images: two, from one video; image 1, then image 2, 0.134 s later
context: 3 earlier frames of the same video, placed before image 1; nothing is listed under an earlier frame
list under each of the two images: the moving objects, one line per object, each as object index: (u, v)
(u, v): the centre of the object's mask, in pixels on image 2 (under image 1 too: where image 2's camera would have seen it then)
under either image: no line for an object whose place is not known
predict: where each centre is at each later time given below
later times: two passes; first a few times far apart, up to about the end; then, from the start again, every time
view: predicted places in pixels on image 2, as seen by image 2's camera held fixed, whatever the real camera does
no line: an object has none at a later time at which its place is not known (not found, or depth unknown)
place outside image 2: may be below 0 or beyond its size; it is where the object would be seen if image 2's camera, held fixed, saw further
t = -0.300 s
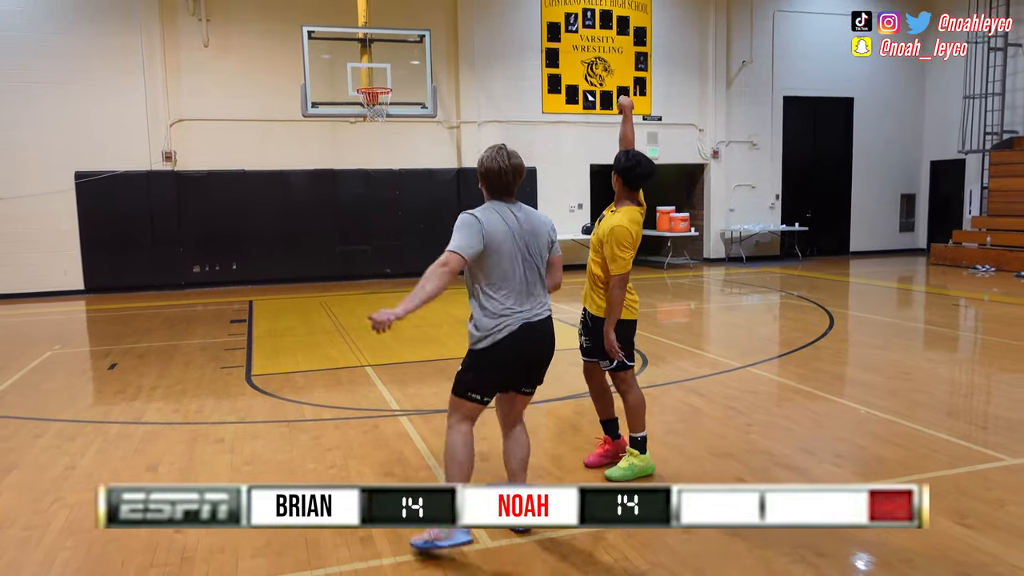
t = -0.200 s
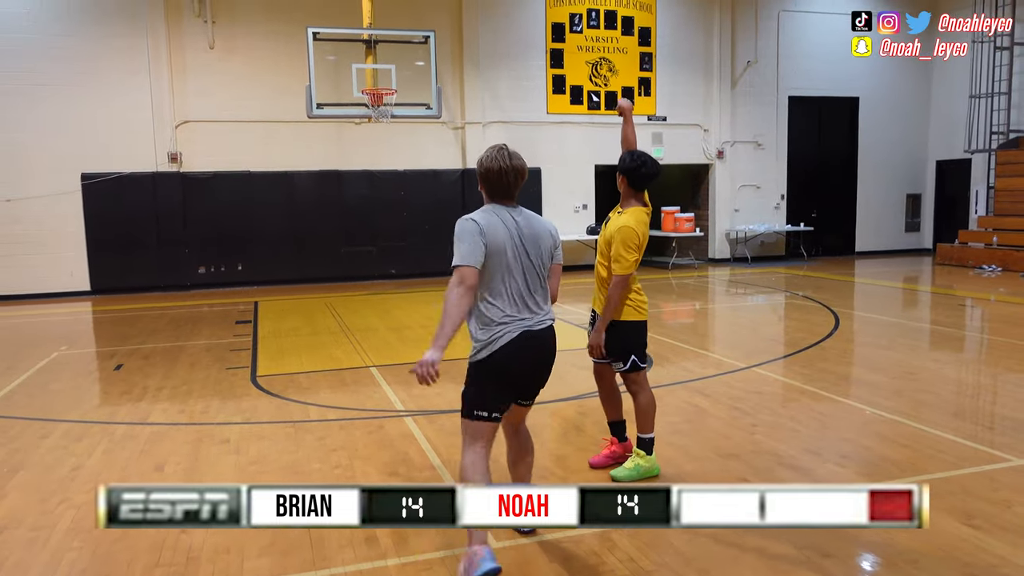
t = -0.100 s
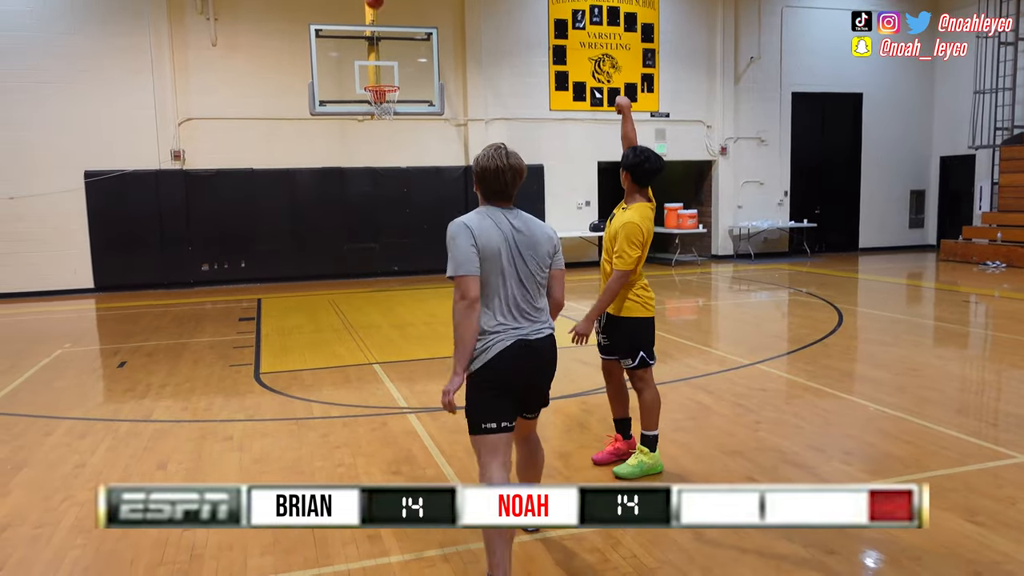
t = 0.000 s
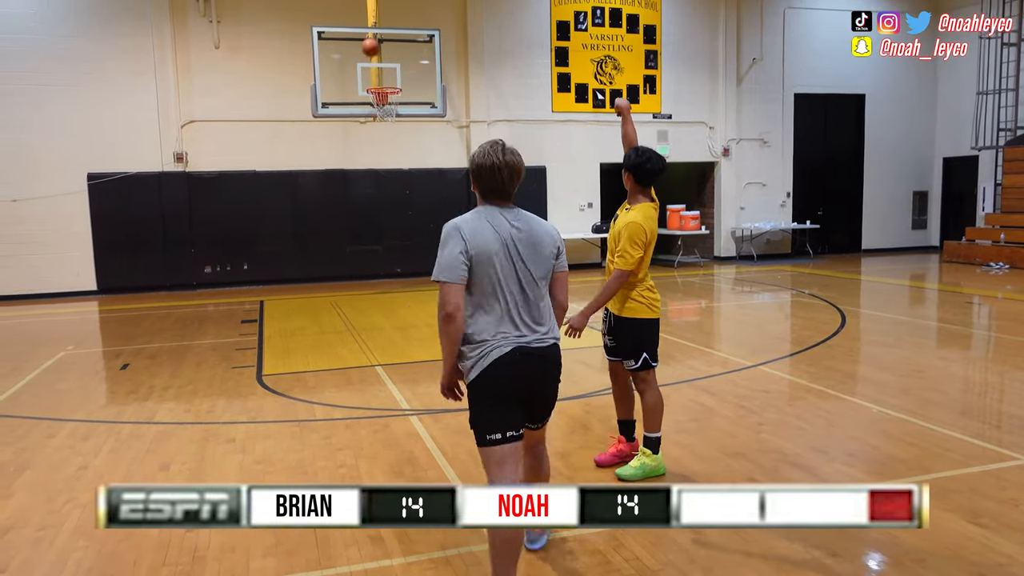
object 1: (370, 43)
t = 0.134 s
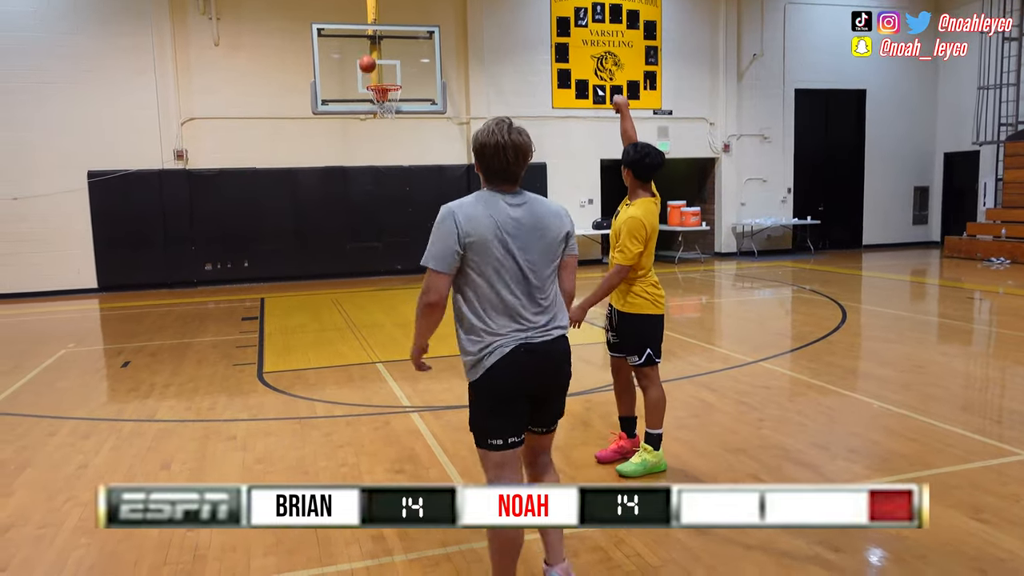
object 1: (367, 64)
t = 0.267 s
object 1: (369, 35)
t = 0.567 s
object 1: (385, 7)
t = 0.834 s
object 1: (404, 40)
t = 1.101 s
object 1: (425, 127)
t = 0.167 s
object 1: (367, 56)
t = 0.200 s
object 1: (368, 48)
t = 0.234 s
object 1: (368, 41)
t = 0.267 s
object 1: (369, 35)
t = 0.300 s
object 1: (371, 29)
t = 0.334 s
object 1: (373, 24)
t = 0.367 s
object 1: (374, 19)
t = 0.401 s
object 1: (377, 15)
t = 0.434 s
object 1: (378, 12)
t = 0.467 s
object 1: (380, 9)
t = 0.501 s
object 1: (381, 8)
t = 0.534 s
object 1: (384, 7)
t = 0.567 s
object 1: (385, 7)
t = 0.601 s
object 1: (387, 9)
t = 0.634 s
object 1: (390, 10)
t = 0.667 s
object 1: (391, 13)
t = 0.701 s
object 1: (394, 16)
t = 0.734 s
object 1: (397, 21)
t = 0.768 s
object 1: (399, 26)
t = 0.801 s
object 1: (402, 32)
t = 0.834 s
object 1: (404, 40)
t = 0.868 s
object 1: (406, 47)
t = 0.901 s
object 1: (409, 55)
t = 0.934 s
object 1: (411, 65)
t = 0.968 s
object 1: (413, 75)
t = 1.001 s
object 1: (416, 87)
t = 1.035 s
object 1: (419, 100)
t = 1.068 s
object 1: (422, 113)
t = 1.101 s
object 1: (425, 127)
